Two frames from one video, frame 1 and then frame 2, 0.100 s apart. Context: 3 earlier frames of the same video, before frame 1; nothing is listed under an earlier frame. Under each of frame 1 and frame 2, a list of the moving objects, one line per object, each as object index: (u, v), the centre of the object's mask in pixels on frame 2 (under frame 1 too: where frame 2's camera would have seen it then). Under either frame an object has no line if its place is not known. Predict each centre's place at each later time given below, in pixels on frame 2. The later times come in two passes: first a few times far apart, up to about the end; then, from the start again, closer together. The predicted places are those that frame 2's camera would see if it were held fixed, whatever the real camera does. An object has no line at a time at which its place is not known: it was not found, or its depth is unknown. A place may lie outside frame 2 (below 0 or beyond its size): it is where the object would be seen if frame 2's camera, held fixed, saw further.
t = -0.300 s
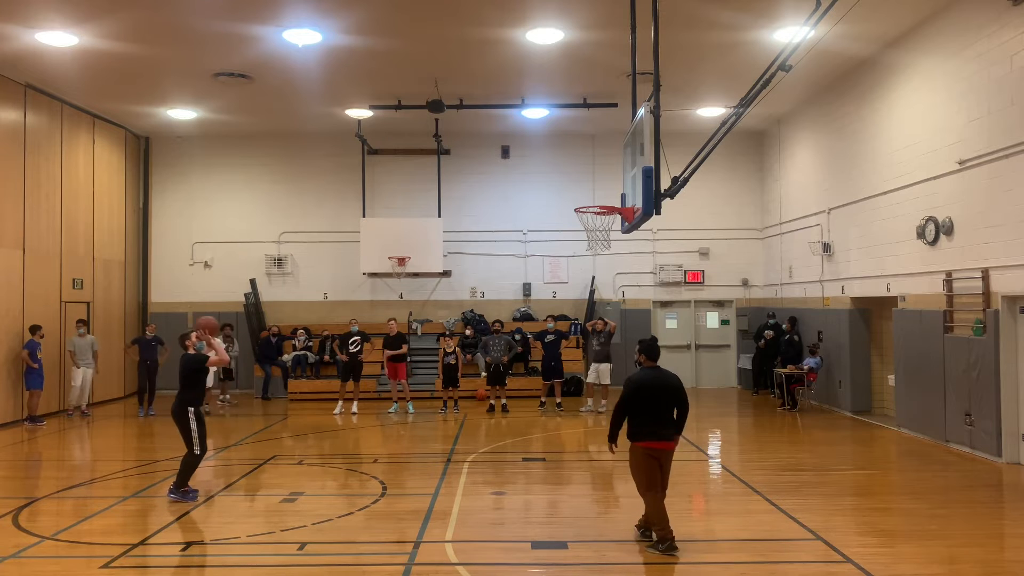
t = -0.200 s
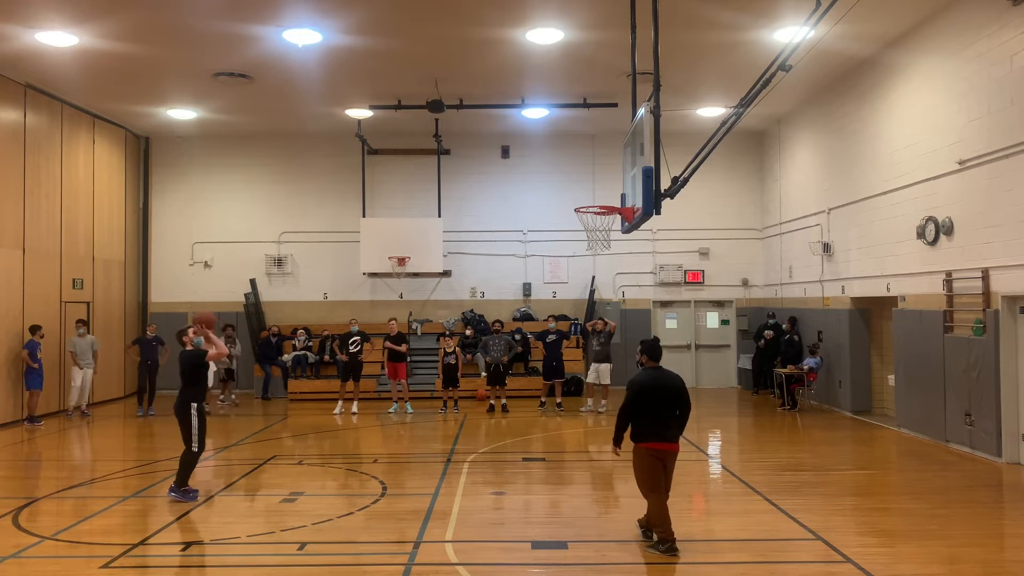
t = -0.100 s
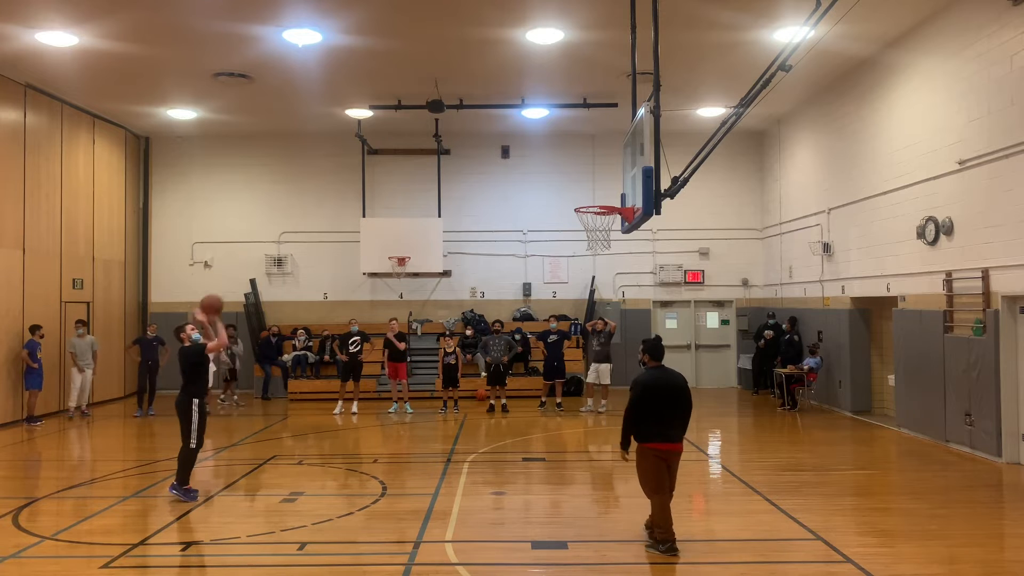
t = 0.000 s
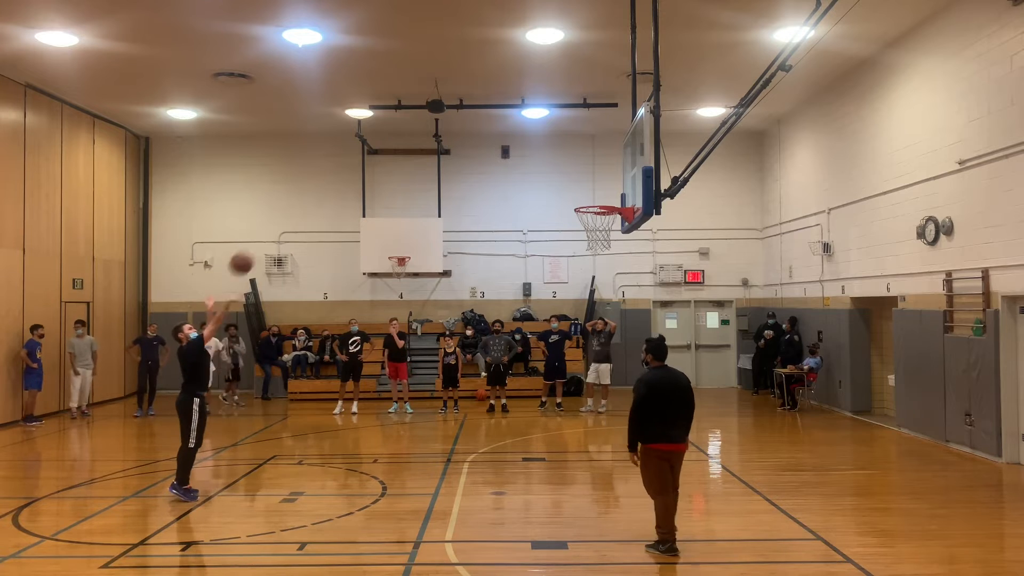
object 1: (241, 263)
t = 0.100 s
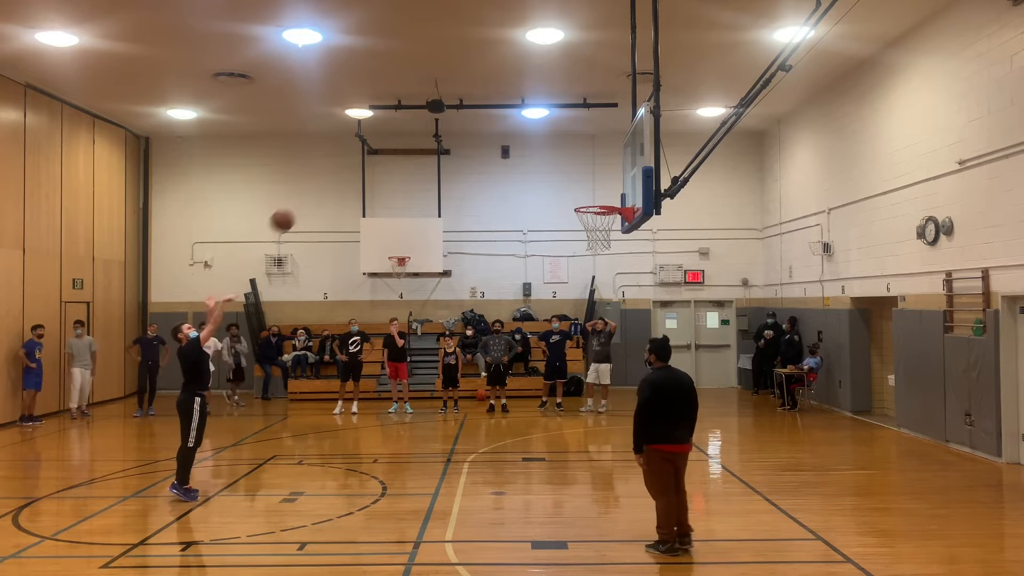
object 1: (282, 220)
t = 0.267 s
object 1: (349, 170)
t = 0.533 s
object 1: (455, 139)
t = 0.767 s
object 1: (546, 161)
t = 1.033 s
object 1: (595, 202)
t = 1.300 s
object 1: (619, 186)
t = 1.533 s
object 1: (620, 193)
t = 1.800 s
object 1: (620, 194)
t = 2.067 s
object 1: (618, 197)
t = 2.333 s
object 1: (615, 197)
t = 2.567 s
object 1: (616, 198)
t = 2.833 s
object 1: (616, 222)
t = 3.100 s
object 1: (601, 280)
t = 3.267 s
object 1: (593, 347)
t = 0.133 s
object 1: (296, 208)
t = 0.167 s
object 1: (309, 197)
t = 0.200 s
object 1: (323, 187)
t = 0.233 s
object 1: (336, 178)
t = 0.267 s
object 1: (349, 170)
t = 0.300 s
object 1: (363, 163)
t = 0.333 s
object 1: (377, 156)
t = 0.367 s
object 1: (389, 151)
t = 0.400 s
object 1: (402, 147)
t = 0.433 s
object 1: (415, 144)
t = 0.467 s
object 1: (428, 143)
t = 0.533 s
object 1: (455, 139)
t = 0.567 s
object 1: (468, 139)
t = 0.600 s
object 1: (480, 141)
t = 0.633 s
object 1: (493, 143)
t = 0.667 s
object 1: (507, 146)
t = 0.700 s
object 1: (520, 150)
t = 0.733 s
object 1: (532, 155)
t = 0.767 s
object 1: (546, 161)
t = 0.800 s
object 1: (558, 168)
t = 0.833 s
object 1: (571, 176)
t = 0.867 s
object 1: (584, 185)
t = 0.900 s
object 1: (597, 194)
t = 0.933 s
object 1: (608, 203)
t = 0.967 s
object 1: (595, 206)
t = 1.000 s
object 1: (586, 207)
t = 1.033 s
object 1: (595, 202)
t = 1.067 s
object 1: (606, 198)
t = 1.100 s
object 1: (612, 198)
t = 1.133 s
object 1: (613, 194)
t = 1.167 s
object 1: (614, 190)
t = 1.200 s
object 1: (615, 188)
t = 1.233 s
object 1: (617, 187)
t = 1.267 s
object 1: (618, 186)
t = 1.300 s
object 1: (619, 186)
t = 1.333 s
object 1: (620, 188)
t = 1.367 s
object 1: (621, 190)
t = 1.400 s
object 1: (620, 192)
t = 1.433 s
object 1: (620, 196)
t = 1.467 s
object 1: (619, 197)
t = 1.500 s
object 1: (620, 194)
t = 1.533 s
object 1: (620, 193)
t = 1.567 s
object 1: (620, 192)
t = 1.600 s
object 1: (620, 192)
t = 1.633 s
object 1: (621, 193)
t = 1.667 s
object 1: (621, 195)
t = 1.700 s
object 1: (621, 197)
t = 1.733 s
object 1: (620, 196)
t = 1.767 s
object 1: (620, 195)
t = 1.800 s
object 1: (620, 194)
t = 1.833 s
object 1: (619, 195)
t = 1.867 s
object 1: (619, 196)
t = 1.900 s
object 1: (619, 197)
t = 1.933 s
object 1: (619, 196)
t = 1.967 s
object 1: (618, 196)
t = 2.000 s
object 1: (618, 196)
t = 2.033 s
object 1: (618, 197)
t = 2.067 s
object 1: (618, 197)
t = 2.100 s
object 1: (617, 197)
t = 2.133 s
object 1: (617, 196)
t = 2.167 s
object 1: (617, 197)
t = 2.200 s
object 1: (617, 197)
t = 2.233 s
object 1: (616, 197)
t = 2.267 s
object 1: (616, 197)
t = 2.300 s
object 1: (616, 198)
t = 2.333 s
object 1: (615, 197)
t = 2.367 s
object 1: (615, 198)
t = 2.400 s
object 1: (615, 198)
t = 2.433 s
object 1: (615, 198)
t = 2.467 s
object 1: (615, 198)
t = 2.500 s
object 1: (615, 198)
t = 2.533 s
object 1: (616, 198)
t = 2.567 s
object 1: (616, 198)
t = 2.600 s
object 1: (616, 199)
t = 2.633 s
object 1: (617, 200)
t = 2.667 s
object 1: (618, 200)
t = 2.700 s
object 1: (619, 201)
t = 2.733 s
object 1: (619, 203)
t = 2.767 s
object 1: (619, 219)
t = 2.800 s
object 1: (616, 219)
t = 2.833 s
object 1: (616, 222)
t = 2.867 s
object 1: (615, 225)
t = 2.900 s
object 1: (614, 230)
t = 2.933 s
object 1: (612, 236)
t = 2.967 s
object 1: (609, 243)
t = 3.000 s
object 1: (608, 252)
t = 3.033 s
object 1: (606, 260)
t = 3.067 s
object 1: (603, 269)
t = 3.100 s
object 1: (601, 280)
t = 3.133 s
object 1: (600, 291)
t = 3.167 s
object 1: (598, 305)
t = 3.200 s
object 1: (596, 319)
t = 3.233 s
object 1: (594, 332)
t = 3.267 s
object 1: (593, 347)
